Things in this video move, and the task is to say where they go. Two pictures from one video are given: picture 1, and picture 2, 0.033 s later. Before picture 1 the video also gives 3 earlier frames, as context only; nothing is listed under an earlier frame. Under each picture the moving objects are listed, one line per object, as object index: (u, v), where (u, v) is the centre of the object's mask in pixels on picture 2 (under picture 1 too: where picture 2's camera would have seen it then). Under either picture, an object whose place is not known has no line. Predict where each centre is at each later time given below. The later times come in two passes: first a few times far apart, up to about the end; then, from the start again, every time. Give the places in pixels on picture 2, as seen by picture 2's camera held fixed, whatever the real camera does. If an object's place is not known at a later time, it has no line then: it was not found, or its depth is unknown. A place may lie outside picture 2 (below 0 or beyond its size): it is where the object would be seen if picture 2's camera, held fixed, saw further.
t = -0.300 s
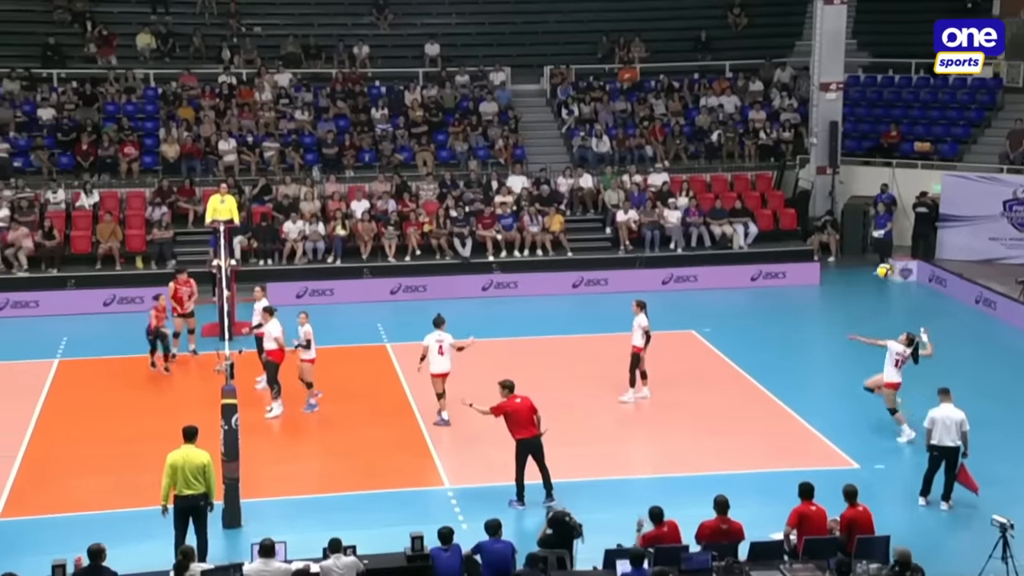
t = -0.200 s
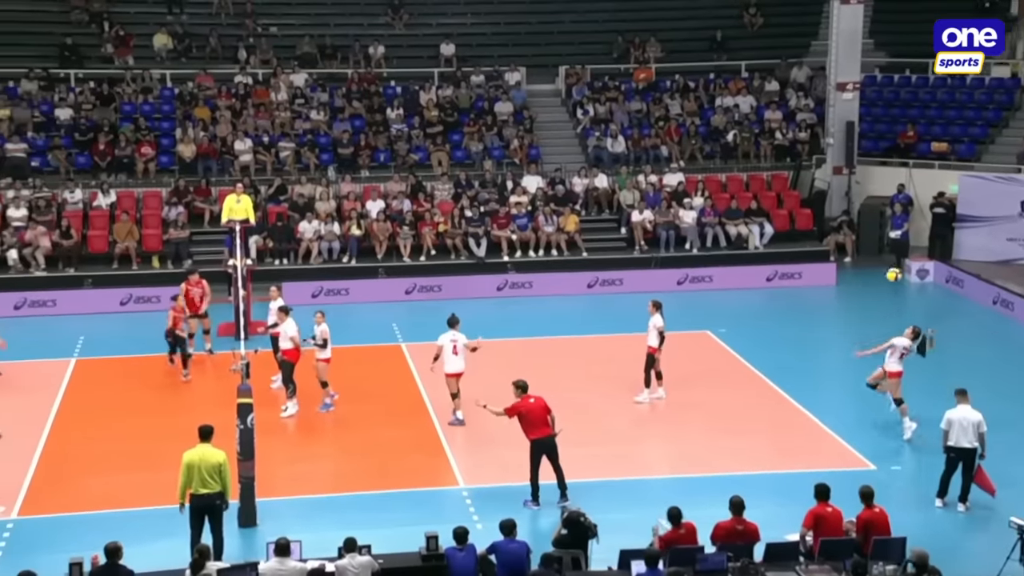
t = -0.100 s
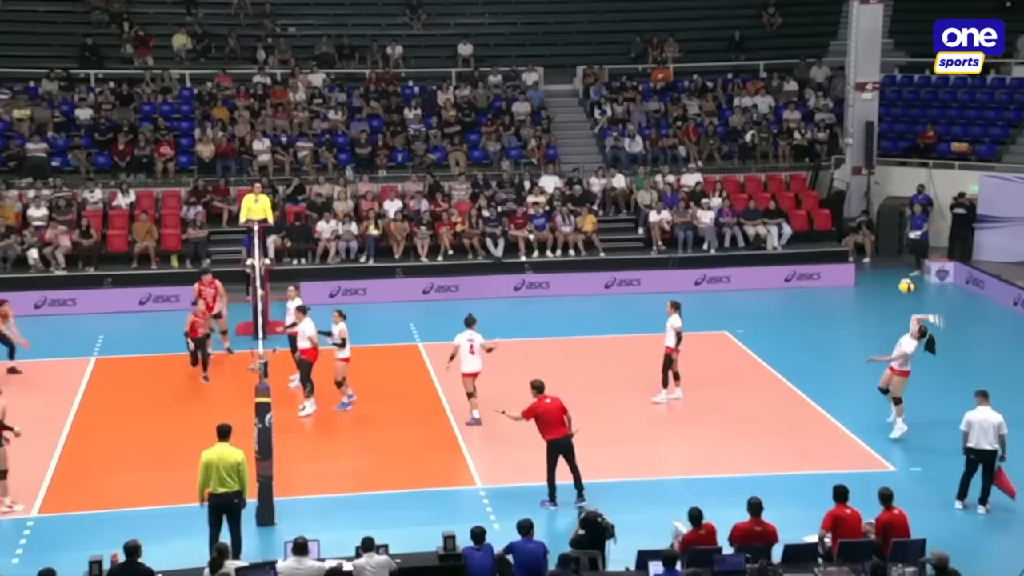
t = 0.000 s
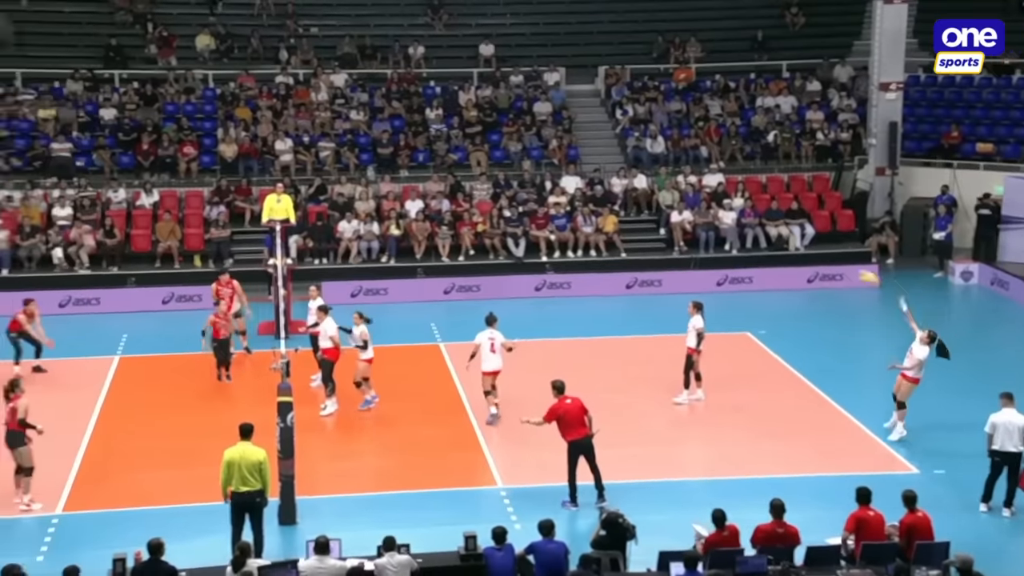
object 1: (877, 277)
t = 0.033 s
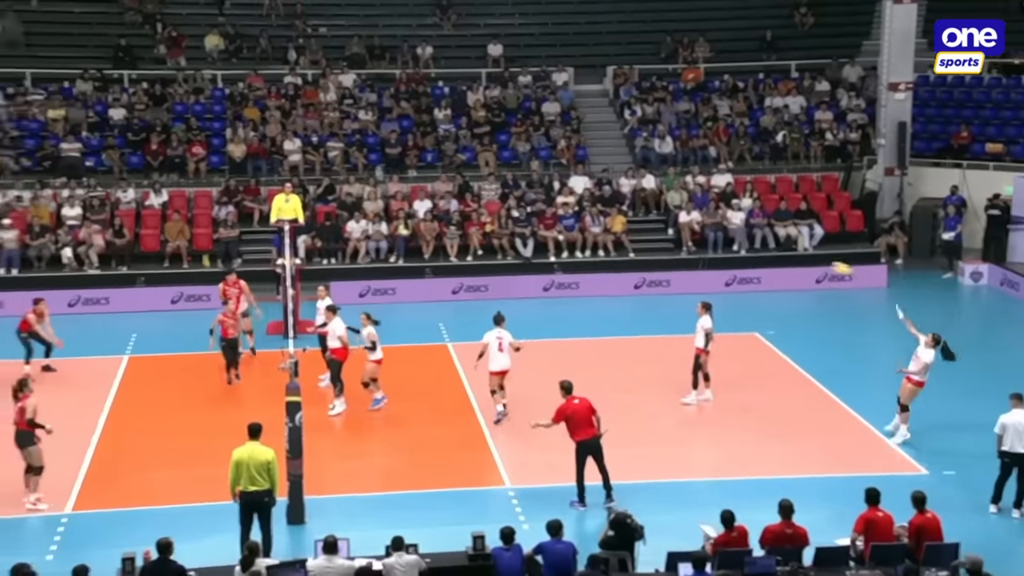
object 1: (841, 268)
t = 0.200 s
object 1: (676, 237)
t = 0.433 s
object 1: (466, 226)
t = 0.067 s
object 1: (807, 261)
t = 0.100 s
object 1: (772, 254)
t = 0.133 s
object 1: (740, 247)
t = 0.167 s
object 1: (707, 241)
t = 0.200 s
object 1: (676, 237)
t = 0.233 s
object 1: (645, 232)
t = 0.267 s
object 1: (614, 229)
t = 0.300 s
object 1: (584, 227)
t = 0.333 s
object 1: (554, 226)
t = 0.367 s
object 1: (524, 225)
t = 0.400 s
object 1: (494, 225)
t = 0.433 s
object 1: (466, 226)
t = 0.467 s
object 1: (437, 228)
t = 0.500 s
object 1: (411, 231)
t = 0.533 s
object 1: (382, 234)
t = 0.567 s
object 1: (355, 239)
